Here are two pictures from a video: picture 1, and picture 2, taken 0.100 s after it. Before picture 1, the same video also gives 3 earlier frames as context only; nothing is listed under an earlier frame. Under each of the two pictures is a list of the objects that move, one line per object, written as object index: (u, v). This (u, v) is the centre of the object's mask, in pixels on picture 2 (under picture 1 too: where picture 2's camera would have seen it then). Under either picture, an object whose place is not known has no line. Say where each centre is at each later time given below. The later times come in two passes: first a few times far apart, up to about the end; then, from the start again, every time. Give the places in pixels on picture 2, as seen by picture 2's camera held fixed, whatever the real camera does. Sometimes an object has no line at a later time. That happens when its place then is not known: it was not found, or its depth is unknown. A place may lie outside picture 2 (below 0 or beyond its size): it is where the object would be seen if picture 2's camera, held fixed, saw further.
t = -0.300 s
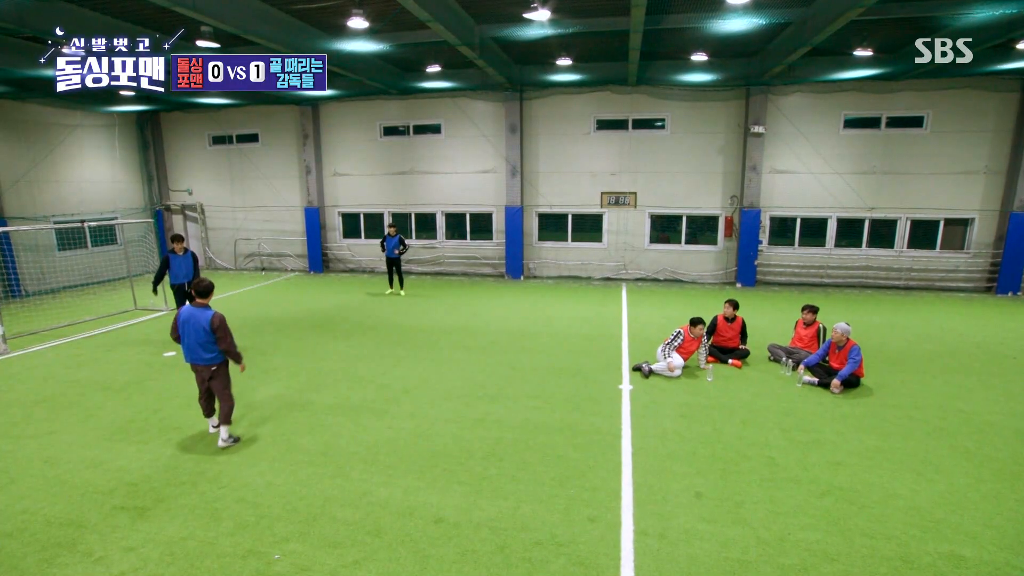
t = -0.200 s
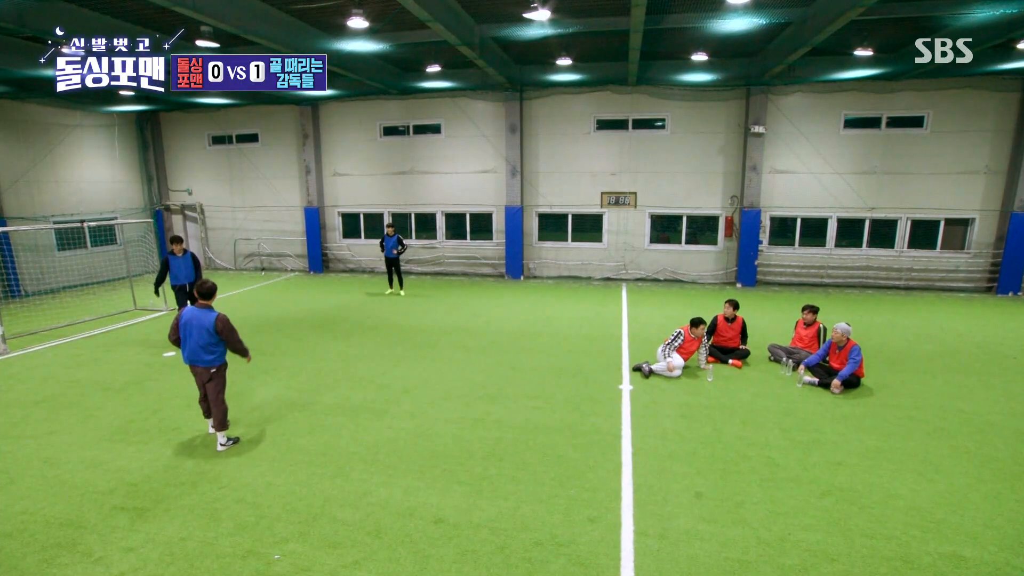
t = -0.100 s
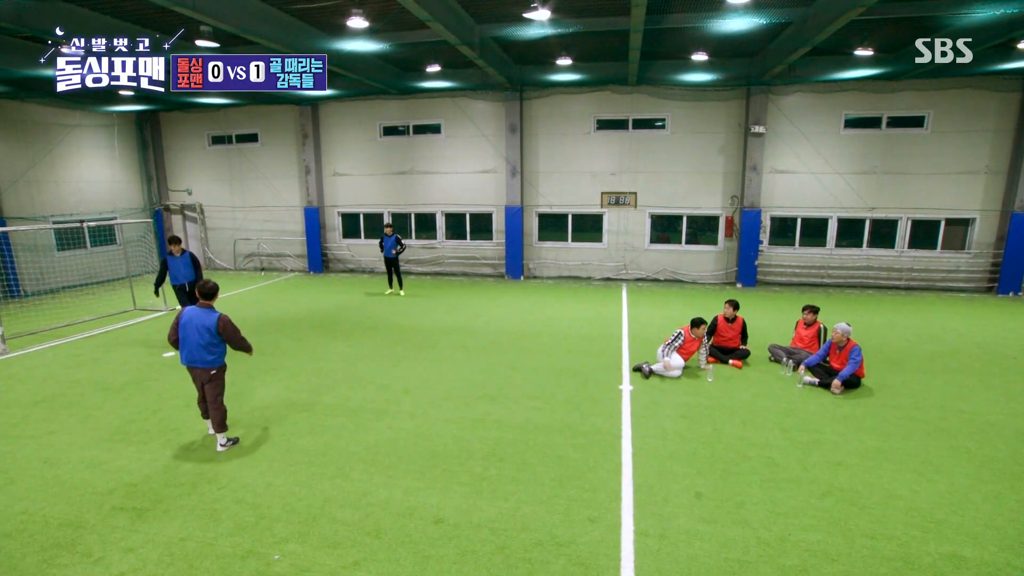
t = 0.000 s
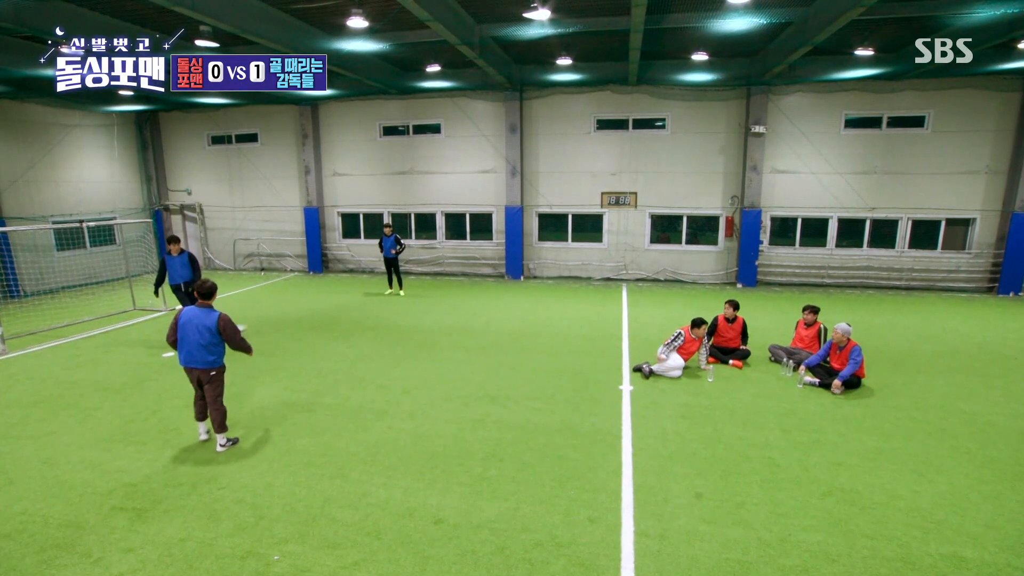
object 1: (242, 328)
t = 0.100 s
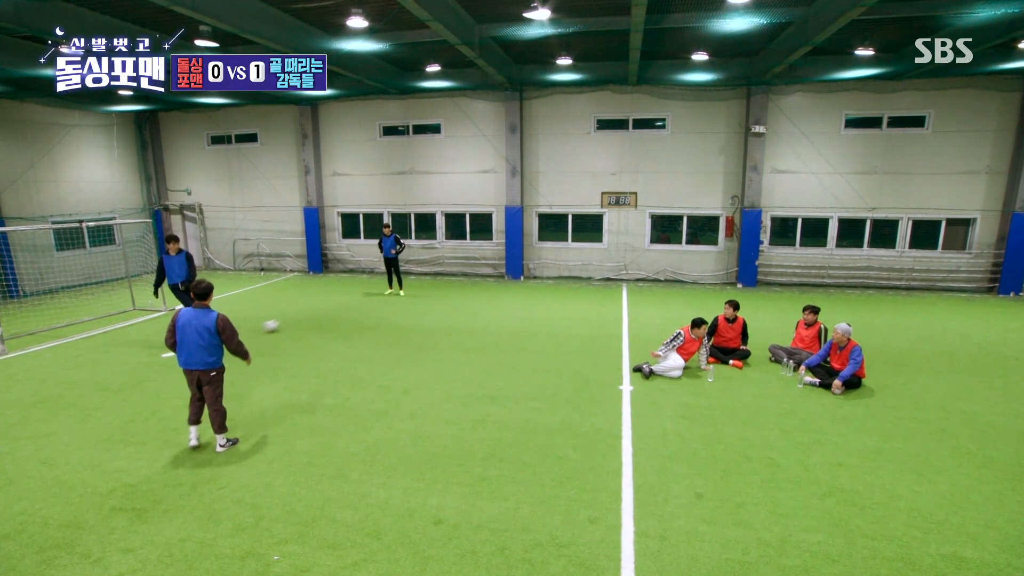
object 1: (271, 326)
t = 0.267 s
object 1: (314, 317)
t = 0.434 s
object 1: (345, 310)
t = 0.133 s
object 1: (279, 323)
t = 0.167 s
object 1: (288, 321)
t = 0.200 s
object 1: (297, 319)
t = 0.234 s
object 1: (306, 318)
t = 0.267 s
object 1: (314, 317)
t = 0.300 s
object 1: (321, 315)
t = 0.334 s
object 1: (327, 313)
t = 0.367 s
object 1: (333, 312)
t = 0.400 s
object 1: (339, 311)
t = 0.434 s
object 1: (345, 310)
